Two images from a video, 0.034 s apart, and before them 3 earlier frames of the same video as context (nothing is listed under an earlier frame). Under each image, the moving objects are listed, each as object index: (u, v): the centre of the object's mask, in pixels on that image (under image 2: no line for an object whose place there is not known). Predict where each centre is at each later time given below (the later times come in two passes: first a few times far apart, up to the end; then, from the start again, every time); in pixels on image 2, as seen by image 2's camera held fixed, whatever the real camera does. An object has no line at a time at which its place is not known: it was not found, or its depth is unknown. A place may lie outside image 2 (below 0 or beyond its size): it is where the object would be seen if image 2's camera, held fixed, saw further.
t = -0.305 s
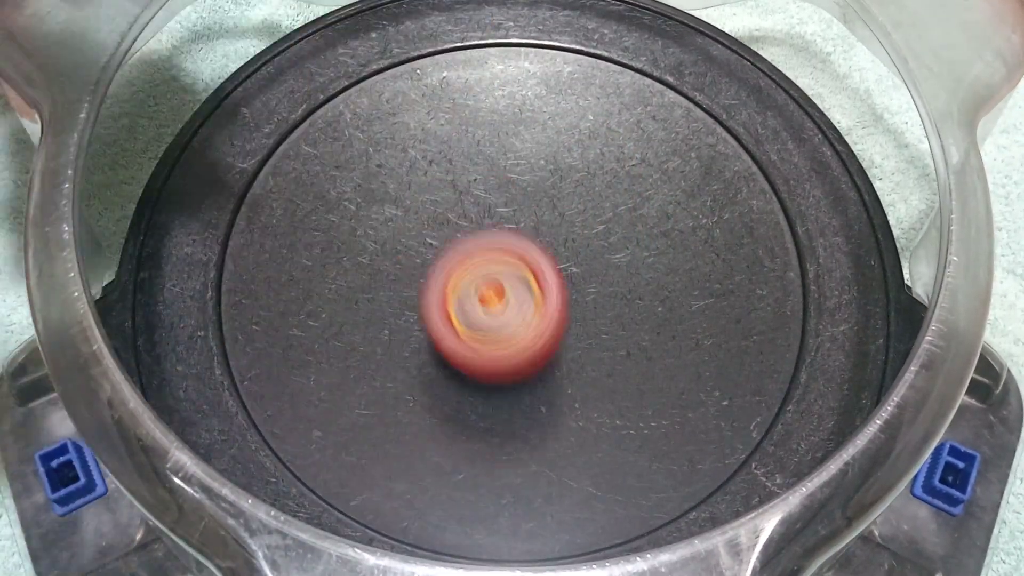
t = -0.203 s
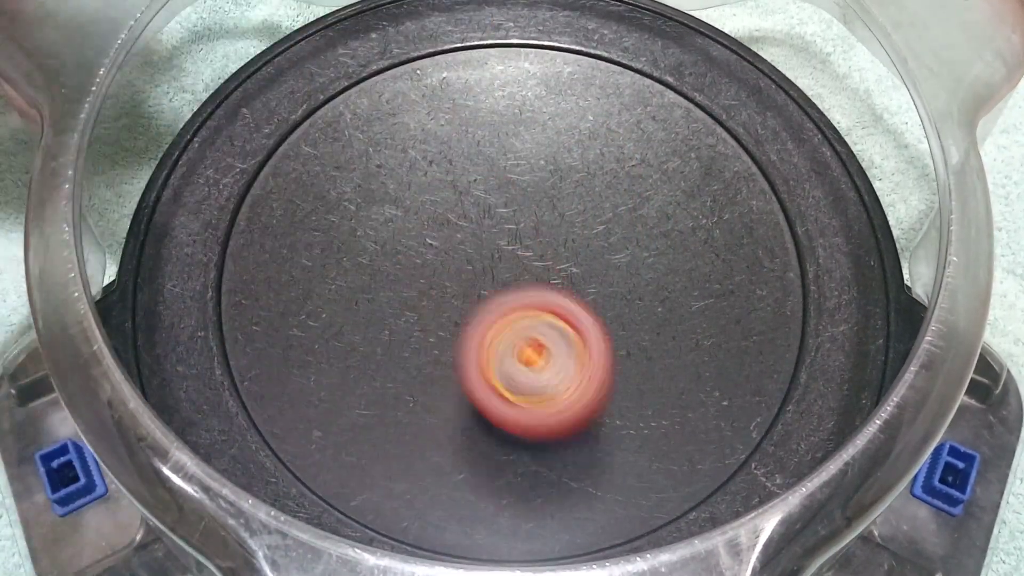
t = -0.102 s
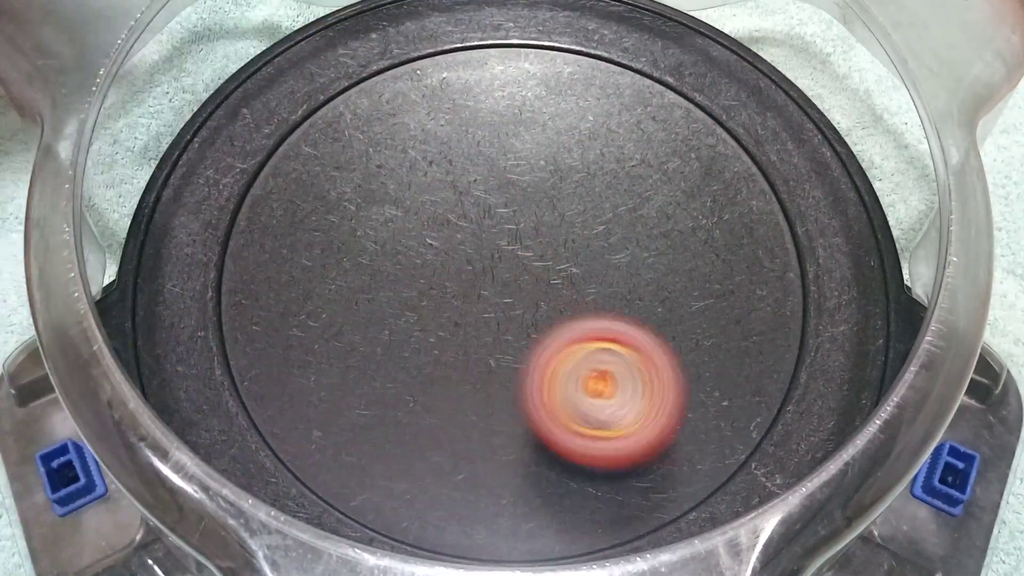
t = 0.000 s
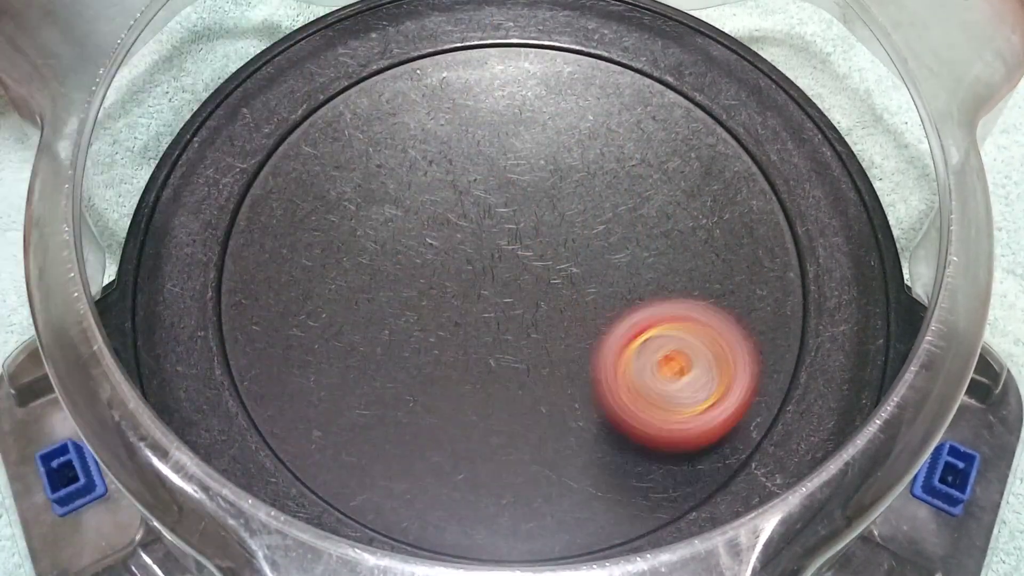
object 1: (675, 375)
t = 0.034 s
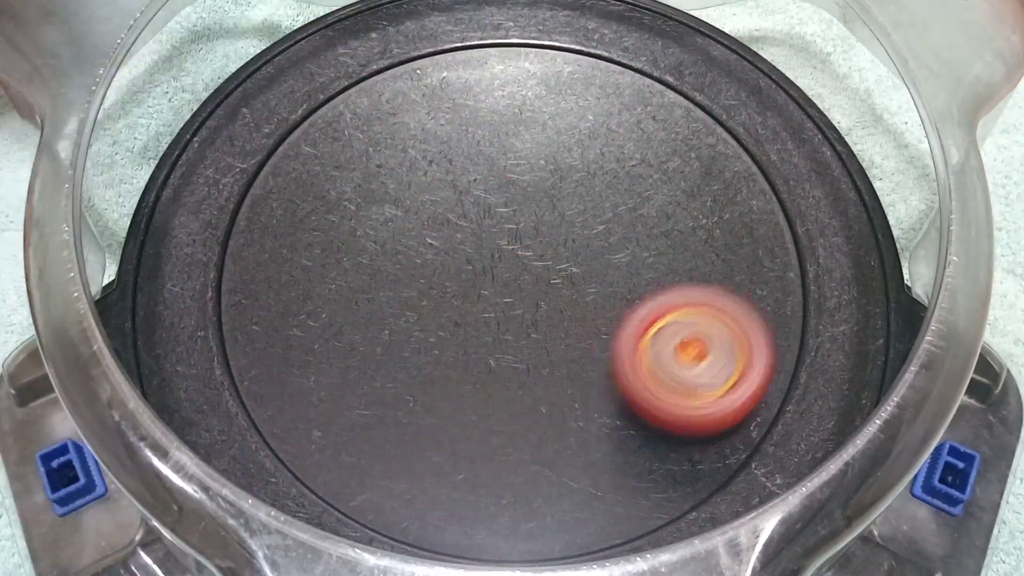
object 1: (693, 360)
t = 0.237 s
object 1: (683, 238)
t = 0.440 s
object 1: (488, 220)
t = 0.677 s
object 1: (341, 395)
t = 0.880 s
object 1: (500, 489)
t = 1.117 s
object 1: (621, 319)
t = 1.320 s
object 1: (481, 184)
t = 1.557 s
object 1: (232, 222)
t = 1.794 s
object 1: (363, 407)
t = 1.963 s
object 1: (525, 339)
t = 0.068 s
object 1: (706, 342)
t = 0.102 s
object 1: (714, 323)
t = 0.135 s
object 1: (718, 301)
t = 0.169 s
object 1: (714, 279)
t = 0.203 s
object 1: (703, 256)
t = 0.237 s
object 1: (683, 238)
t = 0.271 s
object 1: (656, 222)
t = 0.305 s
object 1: (626, 212)
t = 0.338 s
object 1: (592, 207)
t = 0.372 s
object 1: (558, 207)
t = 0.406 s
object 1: (523, 211)
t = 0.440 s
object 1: (488, 220)
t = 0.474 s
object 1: (452, 236)
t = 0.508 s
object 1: (416, 257)
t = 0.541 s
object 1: (385, 282)
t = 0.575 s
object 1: (362, 310)
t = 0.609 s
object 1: (346, 338)
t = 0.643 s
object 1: (340, 366)
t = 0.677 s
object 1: (341, 395)
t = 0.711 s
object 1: (350, 422)
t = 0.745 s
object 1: (367, 448)
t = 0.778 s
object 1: (392, 467)
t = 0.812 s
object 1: (423, 480)
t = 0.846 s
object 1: (462, 488)
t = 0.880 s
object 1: (500, 489)
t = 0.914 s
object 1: (540, 482)
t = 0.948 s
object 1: (573, 464)
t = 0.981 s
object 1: (599, 441)
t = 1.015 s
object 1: (618, 412)
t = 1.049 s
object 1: (626, 380)
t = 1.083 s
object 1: (627, 350)
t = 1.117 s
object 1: (621, 319)
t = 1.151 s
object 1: (611, 291)
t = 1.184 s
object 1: (595, 266)
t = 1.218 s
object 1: (575, 242)
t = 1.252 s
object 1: (548, 221)
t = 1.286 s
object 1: (517, 202)
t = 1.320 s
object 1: (481, 184)
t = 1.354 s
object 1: (440, 172)
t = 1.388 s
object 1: (399, 165)
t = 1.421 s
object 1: (358, 163)
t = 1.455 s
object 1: (321, 168)
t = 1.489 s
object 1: (287, 179)
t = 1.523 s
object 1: (257, 198)
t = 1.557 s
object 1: (232, 222)
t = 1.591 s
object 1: (217, 255)
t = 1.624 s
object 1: (222, 289)
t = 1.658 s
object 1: (237, 325)
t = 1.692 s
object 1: (261, 358)
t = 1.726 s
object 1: (290, 383)
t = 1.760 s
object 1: (326, 399)
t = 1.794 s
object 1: (363, 407)
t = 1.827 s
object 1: (400, 407)
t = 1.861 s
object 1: (437, 398)
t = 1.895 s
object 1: (470, 383)
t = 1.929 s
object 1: (500, 363)
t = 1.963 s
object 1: (525, 339)
